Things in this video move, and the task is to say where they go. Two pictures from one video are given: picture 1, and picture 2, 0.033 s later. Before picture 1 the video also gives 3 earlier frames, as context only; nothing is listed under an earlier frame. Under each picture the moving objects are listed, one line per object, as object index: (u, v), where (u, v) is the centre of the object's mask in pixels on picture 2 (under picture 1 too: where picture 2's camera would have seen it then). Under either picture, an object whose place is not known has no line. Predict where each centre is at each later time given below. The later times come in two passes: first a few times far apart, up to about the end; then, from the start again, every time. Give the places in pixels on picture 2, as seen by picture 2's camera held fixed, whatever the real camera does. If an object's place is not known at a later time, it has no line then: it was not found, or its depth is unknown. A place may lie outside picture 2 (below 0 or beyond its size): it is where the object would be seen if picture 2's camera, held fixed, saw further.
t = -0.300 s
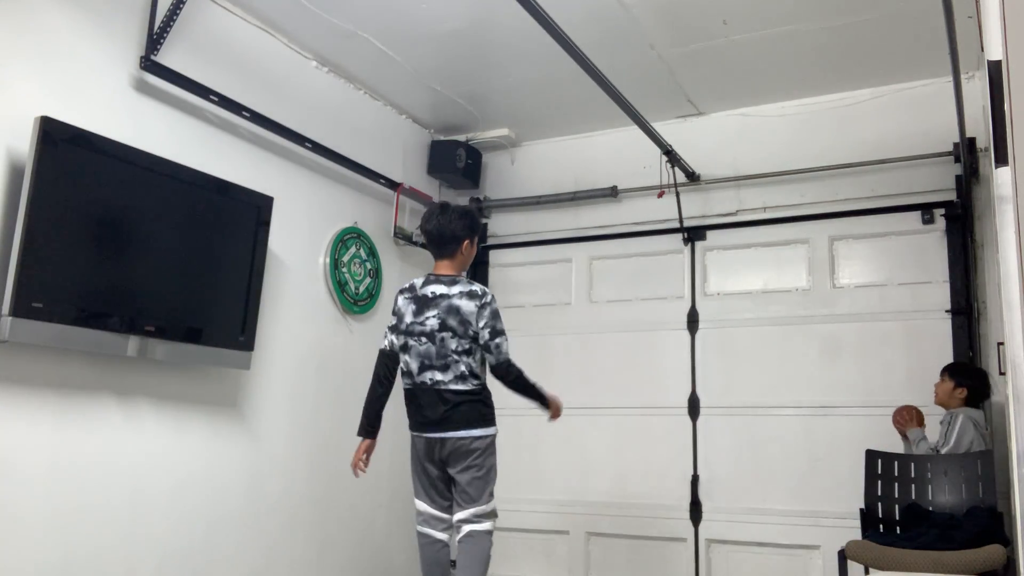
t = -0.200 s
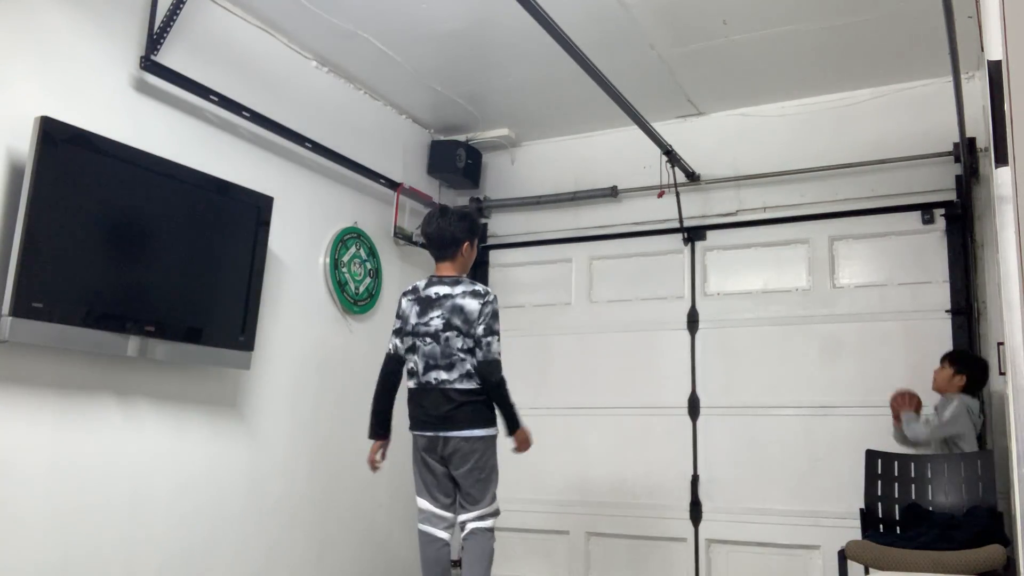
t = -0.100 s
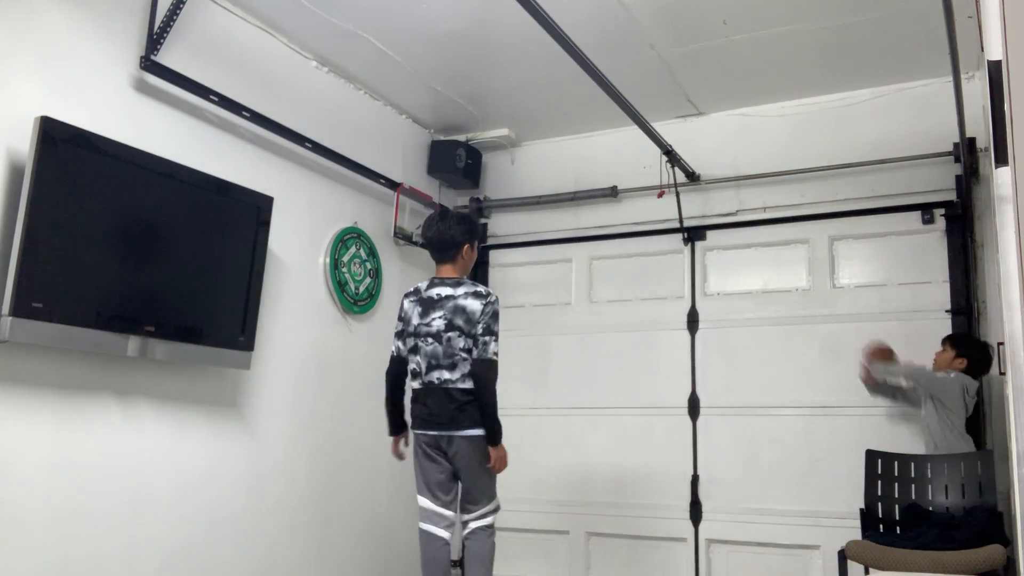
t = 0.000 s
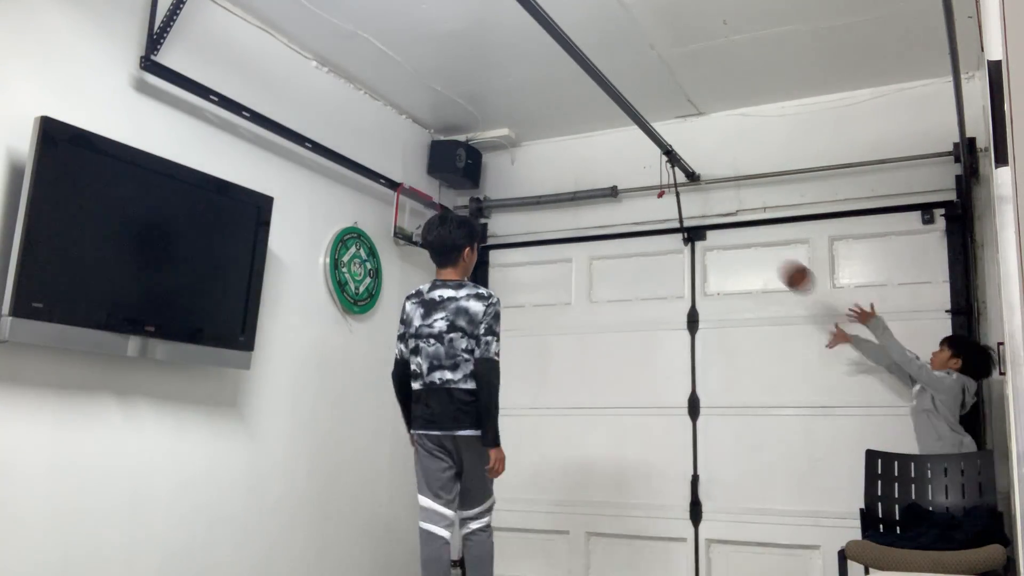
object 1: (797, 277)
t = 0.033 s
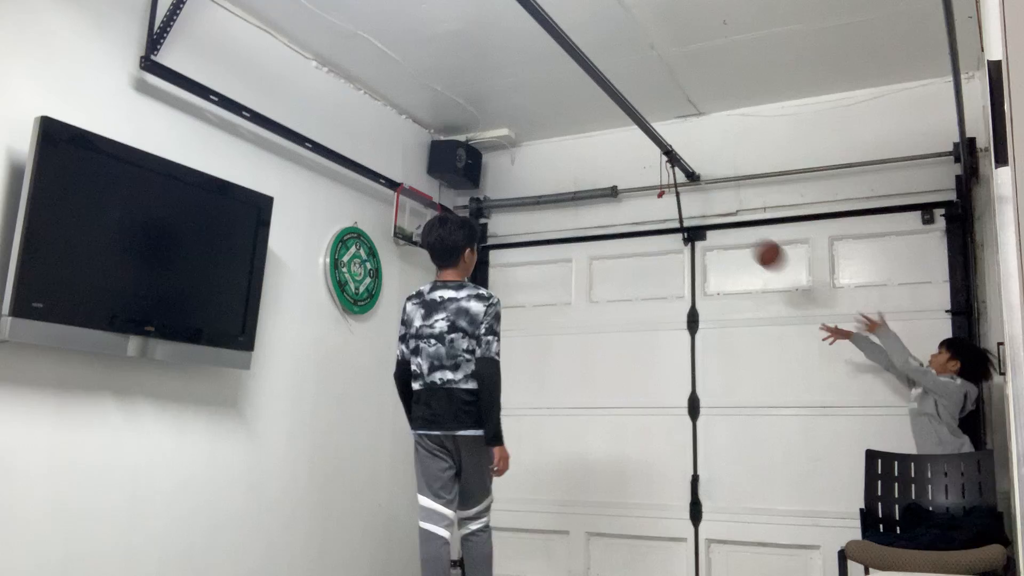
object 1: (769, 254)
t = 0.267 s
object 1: (605, 174)
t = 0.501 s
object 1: (471, 199)
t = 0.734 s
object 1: (447, 216)
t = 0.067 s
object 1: (743, 236)
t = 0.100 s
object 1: (718, 219)
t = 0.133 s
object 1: (695, 206)
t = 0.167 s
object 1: (670, 194)
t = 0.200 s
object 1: (649, 185)
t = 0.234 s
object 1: (627, 178)
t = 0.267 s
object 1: (605, 174)
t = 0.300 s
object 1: (585, 172)
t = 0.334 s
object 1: (565, 171)
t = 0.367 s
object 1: (545, 173)
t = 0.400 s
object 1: (526, 176)
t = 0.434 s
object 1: (507, 182)
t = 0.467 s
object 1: (488, 190)
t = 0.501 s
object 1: (471, 199)
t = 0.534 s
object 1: (451, 210)
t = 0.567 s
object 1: (434, 221)
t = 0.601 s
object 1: (434, 220)
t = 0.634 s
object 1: (437, 217)
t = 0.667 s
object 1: (441, 215)
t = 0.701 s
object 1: (444, 215)
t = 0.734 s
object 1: (447, 216)
